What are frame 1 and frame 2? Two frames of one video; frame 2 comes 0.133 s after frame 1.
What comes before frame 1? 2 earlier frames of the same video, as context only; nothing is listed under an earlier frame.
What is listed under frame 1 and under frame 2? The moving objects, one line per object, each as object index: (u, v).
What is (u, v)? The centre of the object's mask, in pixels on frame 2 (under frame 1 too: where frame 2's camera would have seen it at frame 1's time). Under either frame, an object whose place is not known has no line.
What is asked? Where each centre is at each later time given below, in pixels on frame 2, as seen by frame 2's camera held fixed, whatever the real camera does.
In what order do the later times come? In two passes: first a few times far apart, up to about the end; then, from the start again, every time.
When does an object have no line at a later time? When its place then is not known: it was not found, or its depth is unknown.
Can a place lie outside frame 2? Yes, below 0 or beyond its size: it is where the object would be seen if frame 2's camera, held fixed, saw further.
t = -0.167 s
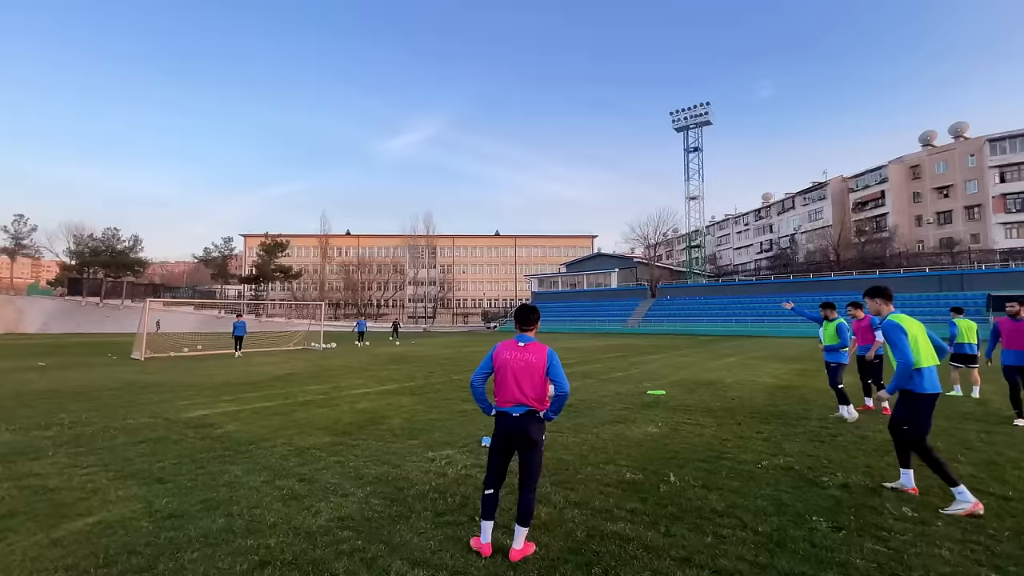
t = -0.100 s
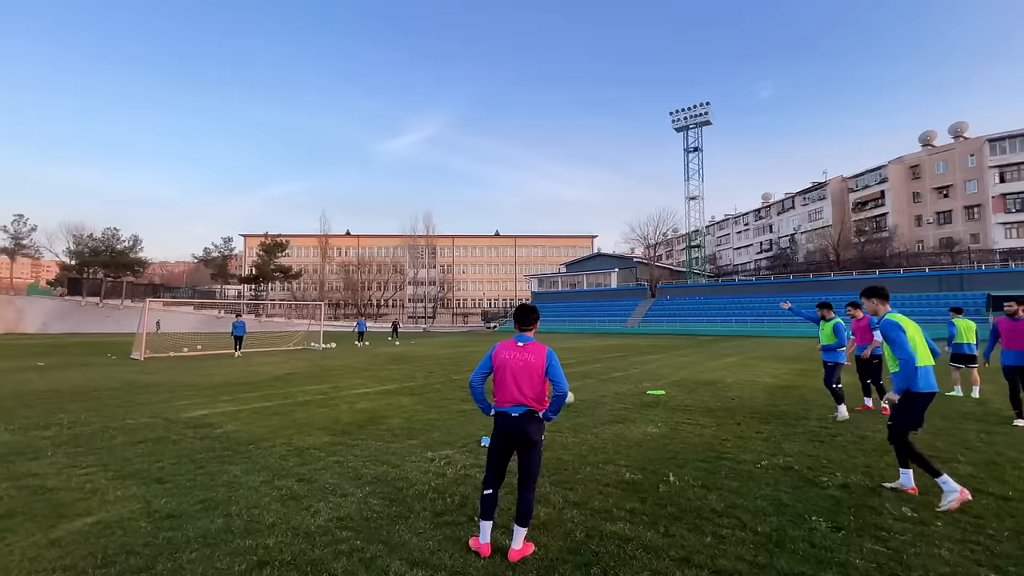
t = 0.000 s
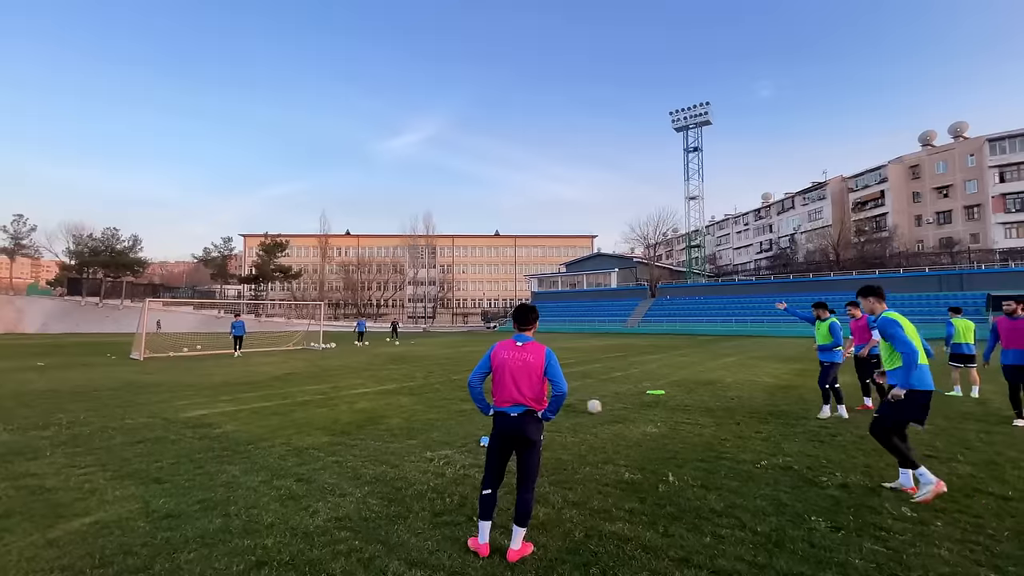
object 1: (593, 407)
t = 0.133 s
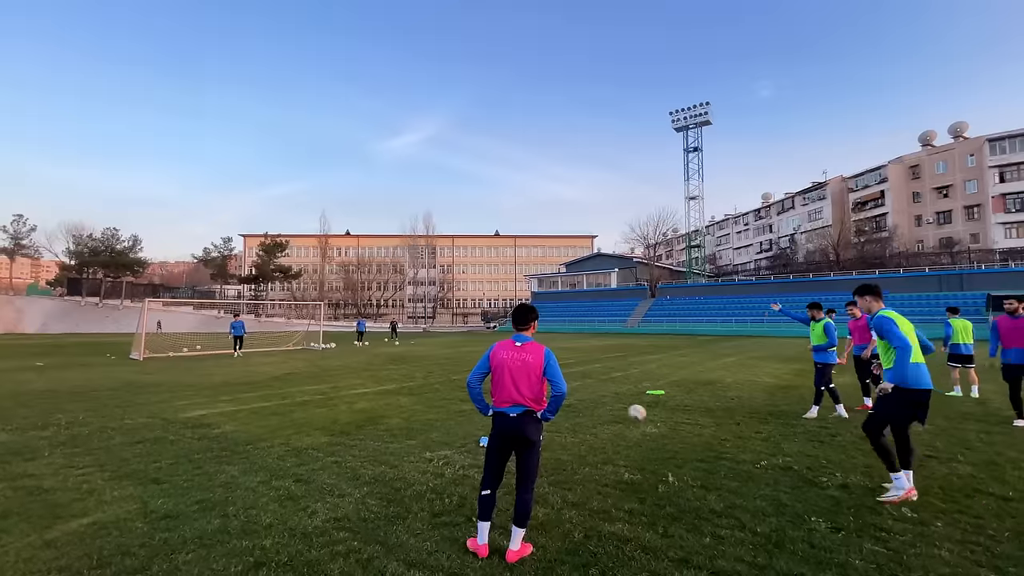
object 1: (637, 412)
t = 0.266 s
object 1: (692, 431)
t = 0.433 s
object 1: (779, 448)
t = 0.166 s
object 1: (650, 416)
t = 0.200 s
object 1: (663, 421)
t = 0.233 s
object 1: (677, 427)
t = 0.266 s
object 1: (692, 431)
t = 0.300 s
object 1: (707, 432)
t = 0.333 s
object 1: (723, 434)
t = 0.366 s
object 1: (741, 437)
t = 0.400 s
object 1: (759, 442)
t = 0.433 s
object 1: (779, 448)
